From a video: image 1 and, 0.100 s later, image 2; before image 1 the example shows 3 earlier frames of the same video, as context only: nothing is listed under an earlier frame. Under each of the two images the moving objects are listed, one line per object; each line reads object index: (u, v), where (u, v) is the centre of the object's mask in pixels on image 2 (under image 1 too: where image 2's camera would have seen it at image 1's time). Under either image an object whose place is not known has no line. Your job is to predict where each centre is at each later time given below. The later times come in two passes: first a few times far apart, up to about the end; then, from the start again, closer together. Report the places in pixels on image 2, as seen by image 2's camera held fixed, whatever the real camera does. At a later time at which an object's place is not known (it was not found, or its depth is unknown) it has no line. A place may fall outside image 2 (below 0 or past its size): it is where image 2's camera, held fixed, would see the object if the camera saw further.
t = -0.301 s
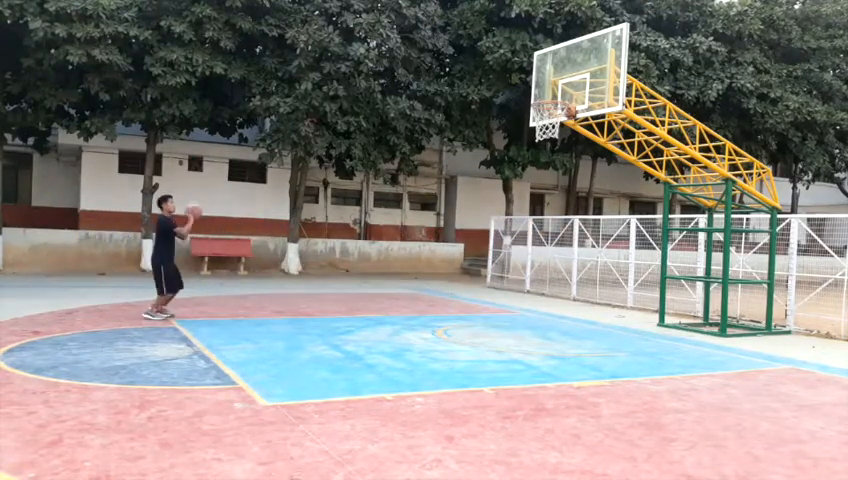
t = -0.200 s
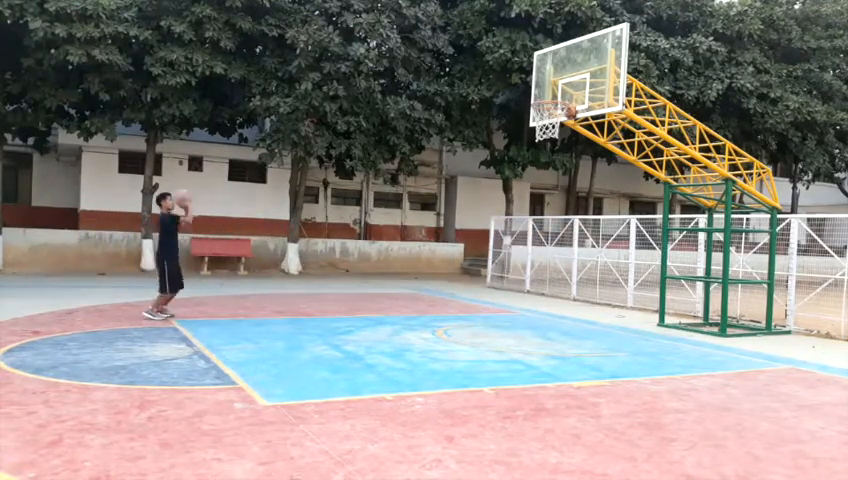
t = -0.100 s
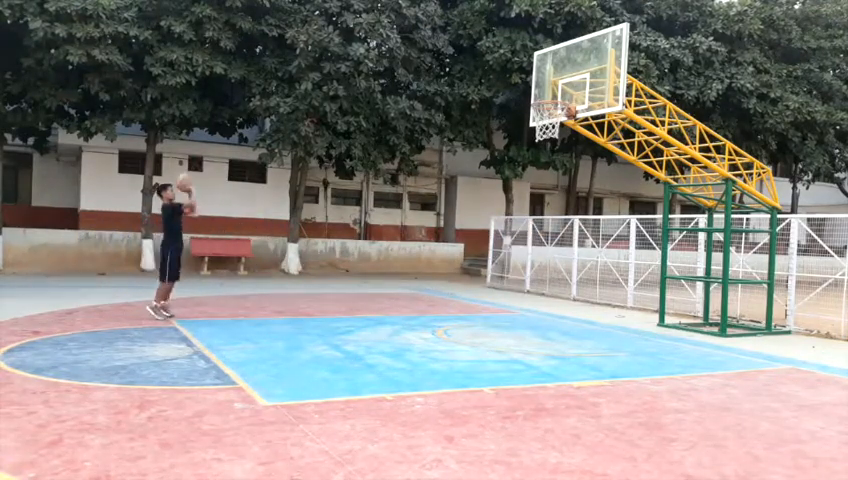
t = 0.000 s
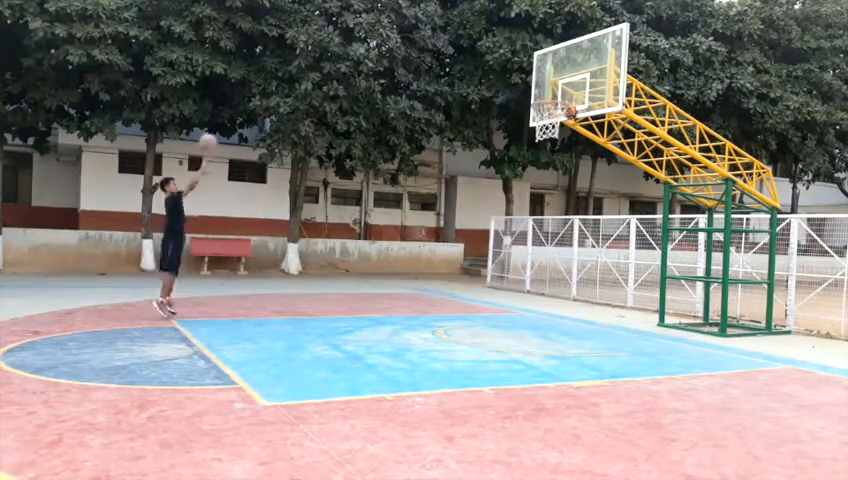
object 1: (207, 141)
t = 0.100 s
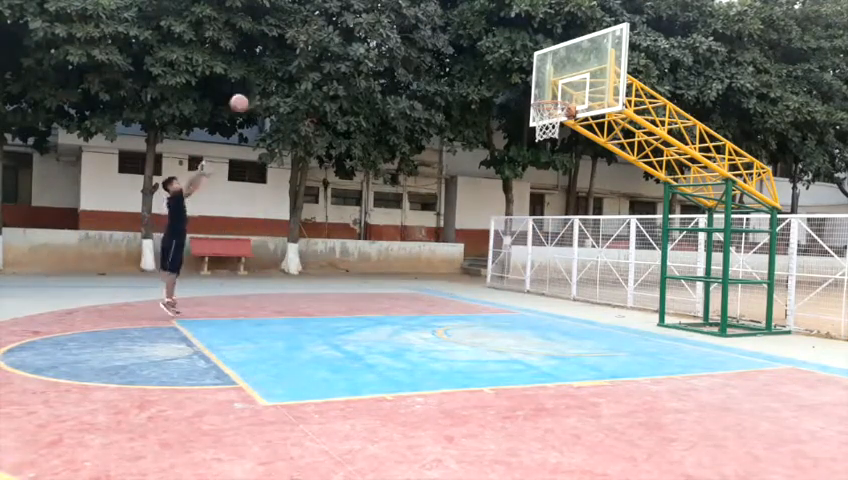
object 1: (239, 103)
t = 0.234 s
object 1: (280, 62)
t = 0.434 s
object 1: (342, 22)
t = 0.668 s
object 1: (414, 12)
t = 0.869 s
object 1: (475, 35)
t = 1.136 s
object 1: (551, 112)
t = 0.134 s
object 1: (249, 91)
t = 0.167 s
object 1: (259, 81)
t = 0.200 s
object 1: (269, 70)
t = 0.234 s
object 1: (280, 62)
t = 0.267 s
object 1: (291, 53)
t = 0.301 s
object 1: (301, 45)
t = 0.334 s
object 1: (311, 38)
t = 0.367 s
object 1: (321, 31)
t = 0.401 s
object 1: (332, 27)
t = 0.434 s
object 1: (342, 22)
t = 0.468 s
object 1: (352, 18)
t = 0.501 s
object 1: (362, 14)
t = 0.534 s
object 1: (373, 12)
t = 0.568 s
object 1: (383, 10)
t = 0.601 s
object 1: (393, 10)
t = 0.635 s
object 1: (404, 10)
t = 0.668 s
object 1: (414, 12)
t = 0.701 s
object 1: (424, 13)
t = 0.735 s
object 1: (434, 16)
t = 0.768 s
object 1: (445, 20)
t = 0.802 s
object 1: (455, 23)
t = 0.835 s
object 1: (465, 29)
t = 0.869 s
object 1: (475, 35)
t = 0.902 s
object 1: (485, 42)
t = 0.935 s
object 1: (494, 49)
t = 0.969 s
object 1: (504, 58)
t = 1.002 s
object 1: (514, 68)
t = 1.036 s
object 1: (523, 78)
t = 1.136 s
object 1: (551, 112)
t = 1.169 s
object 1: (552, 111)
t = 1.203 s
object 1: (551, 112)
